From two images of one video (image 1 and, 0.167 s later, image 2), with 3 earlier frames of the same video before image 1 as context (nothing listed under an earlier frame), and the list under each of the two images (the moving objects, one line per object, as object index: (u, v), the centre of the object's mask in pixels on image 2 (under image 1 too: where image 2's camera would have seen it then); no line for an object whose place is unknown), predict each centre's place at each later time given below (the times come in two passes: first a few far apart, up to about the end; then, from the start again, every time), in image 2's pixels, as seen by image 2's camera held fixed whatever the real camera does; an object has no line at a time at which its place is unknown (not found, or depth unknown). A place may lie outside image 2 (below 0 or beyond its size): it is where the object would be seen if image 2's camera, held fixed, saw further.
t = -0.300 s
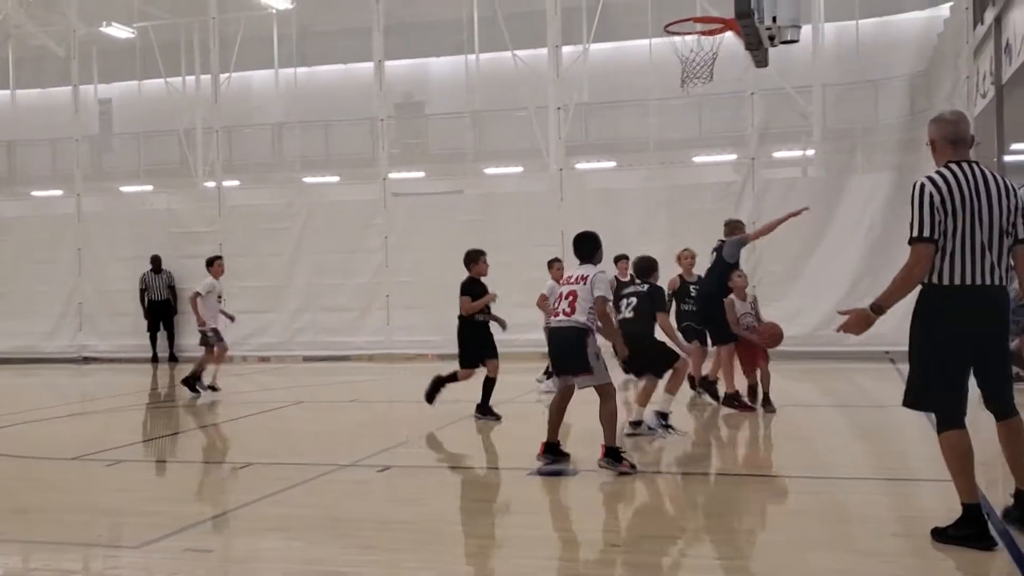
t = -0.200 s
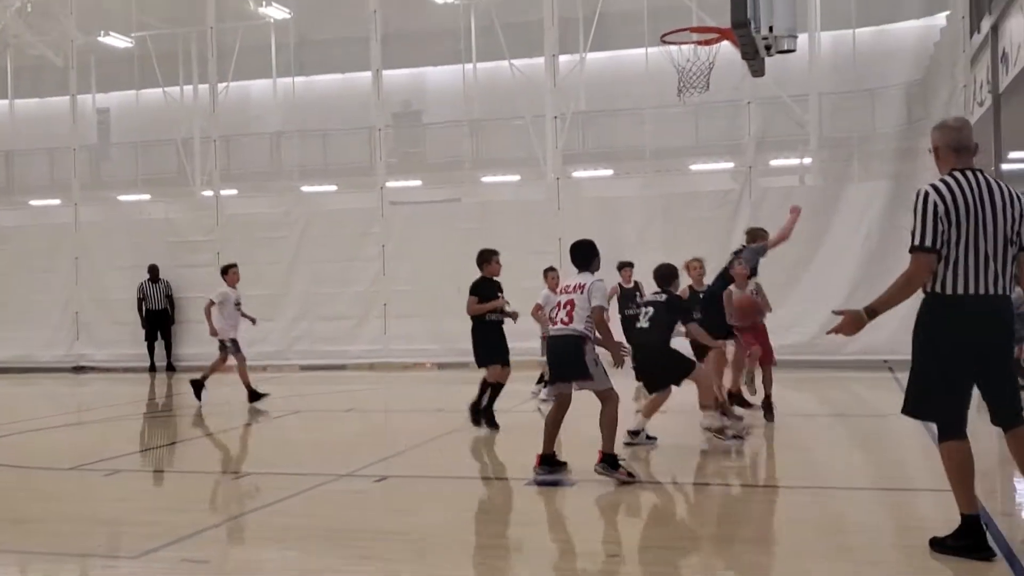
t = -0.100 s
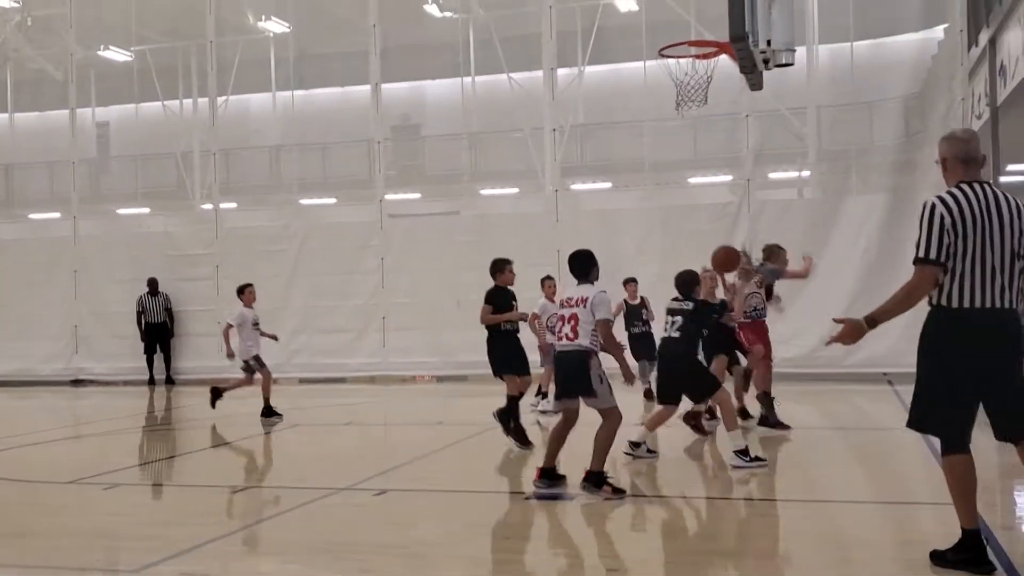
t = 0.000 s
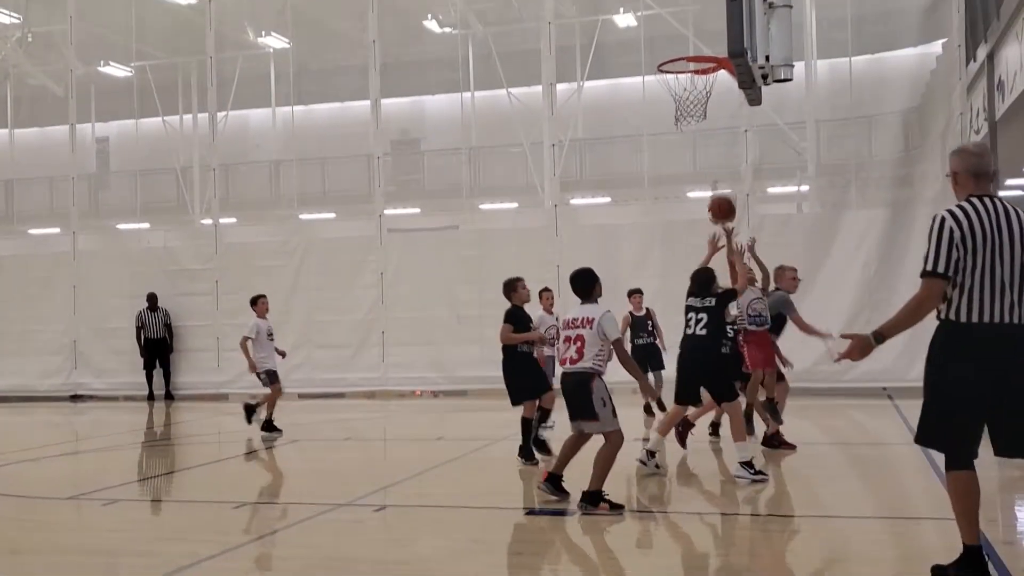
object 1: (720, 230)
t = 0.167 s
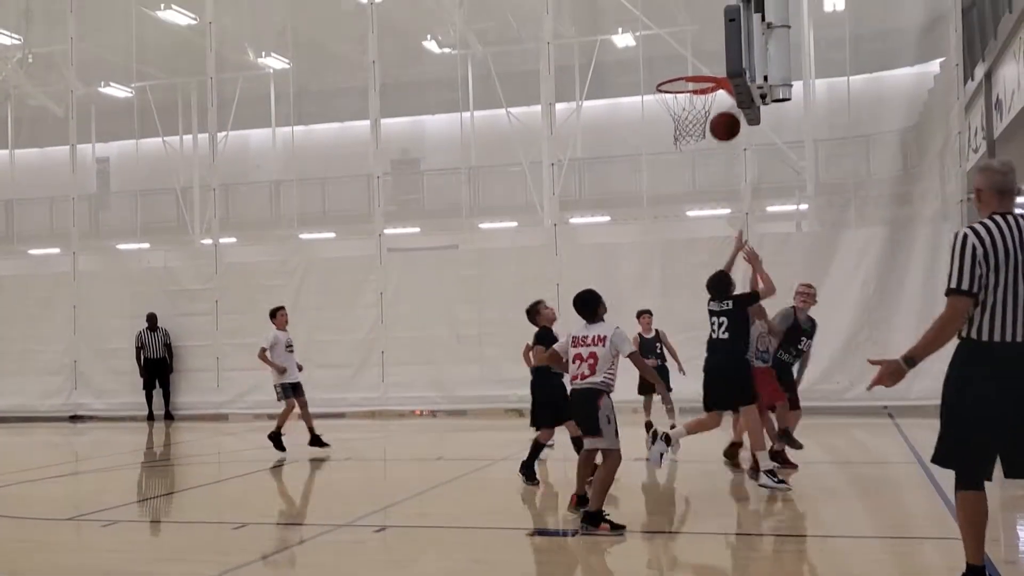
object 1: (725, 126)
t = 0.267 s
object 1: (711, 108)
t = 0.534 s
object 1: (672, 148)
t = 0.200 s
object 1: (724, 113)
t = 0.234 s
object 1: (718, 109)
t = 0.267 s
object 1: (711, 108)
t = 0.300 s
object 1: (704, 109)
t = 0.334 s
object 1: (698, 111)
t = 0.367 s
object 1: (693, 114)
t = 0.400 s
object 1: (687, 118)
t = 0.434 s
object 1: (683, 124)
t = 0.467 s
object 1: (678, 130)
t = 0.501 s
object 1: (675, 139)
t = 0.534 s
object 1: (672, 148)
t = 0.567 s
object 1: (668, 159)
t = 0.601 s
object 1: (664, 171)
